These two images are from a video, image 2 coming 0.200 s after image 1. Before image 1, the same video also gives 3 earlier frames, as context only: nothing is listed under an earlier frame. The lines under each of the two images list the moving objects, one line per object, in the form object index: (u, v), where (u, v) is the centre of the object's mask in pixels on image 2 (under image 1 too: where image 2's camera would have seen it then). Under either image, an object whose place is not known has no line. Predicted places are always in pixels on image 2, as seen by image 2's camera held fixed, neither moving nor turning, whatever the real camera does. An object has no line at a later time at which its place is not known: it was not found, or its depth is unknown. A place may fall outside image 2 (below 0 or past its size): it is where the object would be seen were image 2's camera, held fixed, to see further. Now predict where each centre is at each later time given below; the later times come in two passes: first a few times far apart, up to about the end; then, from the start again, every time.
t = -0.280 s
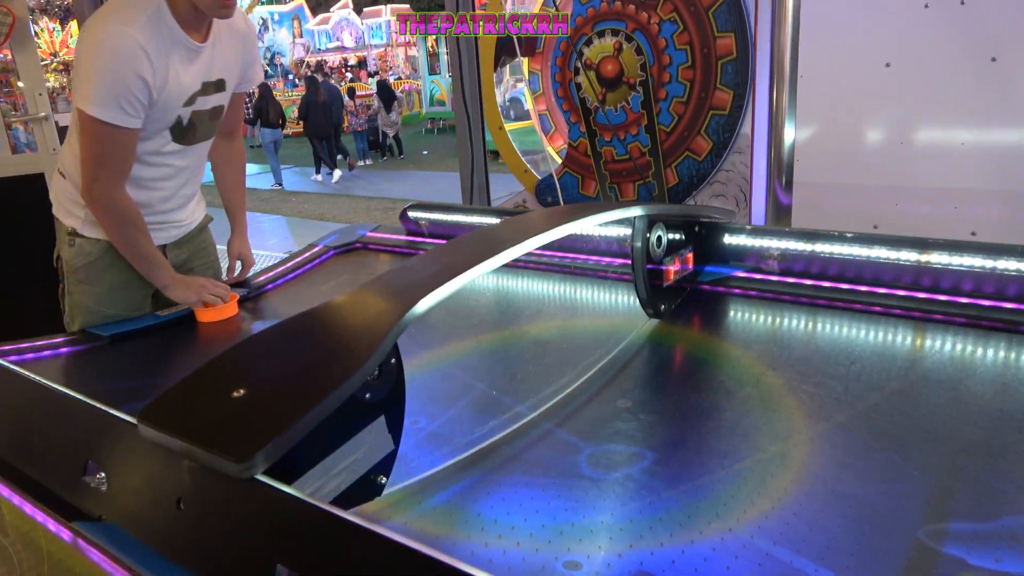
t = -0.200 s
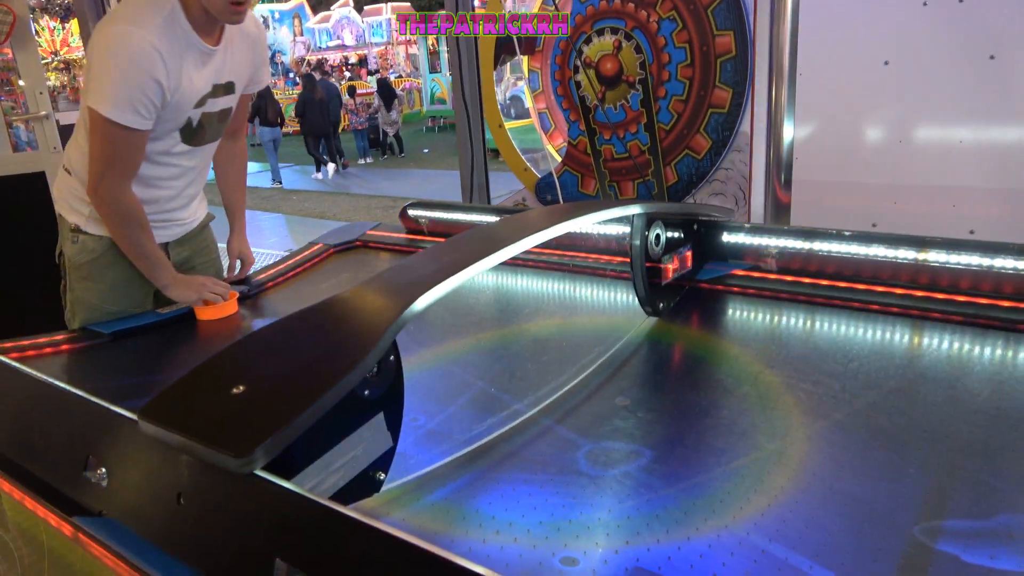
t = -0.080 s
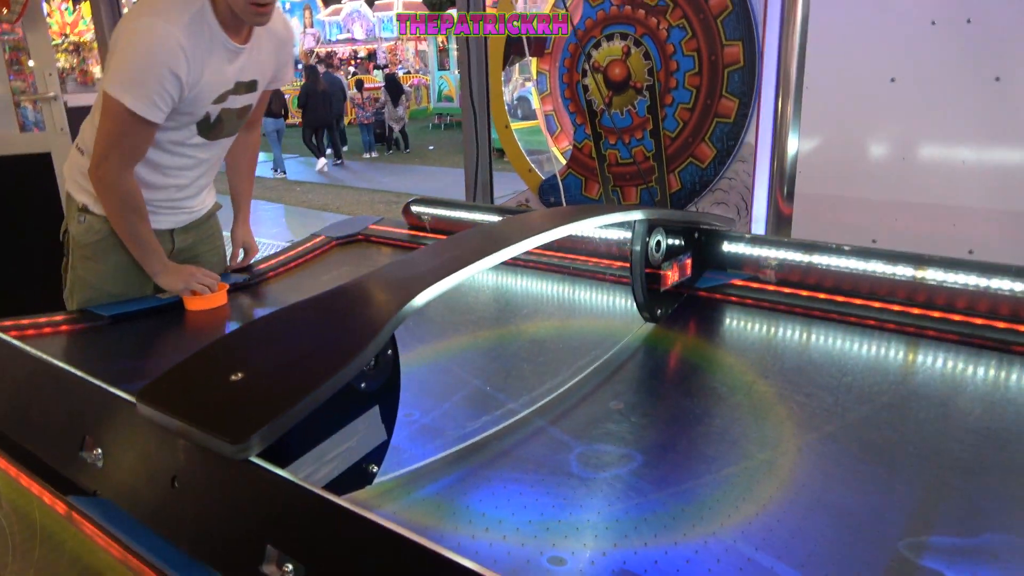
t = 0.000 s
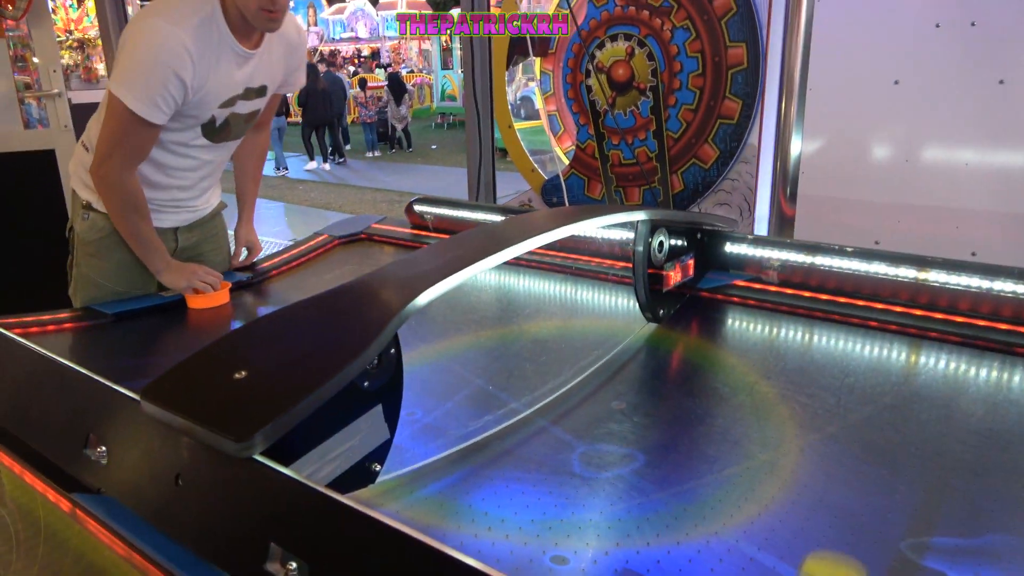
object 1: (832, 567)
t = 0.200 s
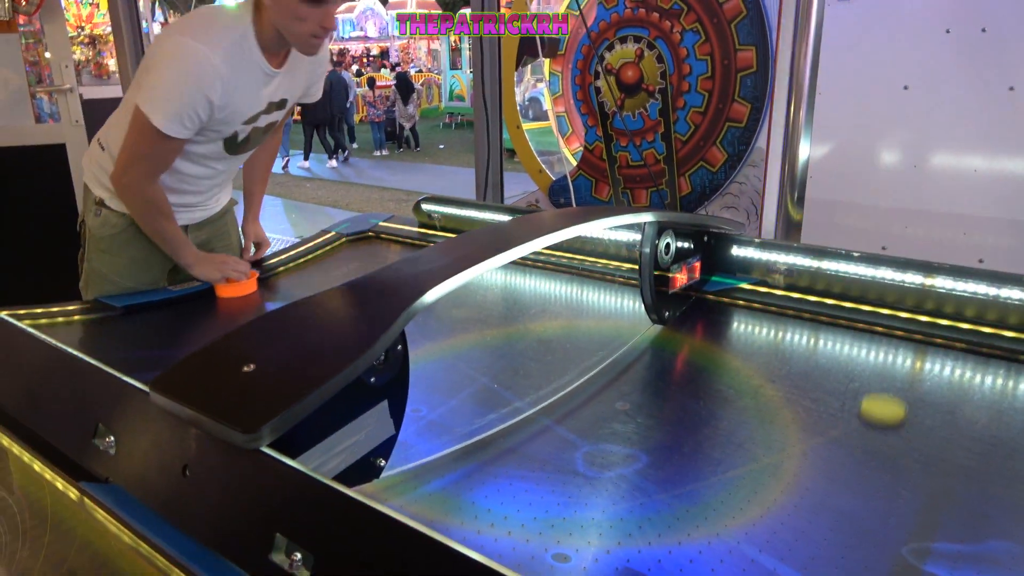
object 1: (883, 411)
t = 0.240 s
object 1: (889, 384)
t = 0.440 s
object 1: (817, 398)
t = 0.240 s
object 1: (889, 384)
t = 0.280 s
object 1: (896, 357)
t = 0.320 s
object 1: (890, 348)
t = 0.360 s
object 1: (866, 366)
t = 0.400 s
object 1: (842, 382)
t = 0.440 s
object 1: (817, 398)
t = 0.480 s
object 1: (789, 416)
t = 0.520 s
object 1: (758, 433)
